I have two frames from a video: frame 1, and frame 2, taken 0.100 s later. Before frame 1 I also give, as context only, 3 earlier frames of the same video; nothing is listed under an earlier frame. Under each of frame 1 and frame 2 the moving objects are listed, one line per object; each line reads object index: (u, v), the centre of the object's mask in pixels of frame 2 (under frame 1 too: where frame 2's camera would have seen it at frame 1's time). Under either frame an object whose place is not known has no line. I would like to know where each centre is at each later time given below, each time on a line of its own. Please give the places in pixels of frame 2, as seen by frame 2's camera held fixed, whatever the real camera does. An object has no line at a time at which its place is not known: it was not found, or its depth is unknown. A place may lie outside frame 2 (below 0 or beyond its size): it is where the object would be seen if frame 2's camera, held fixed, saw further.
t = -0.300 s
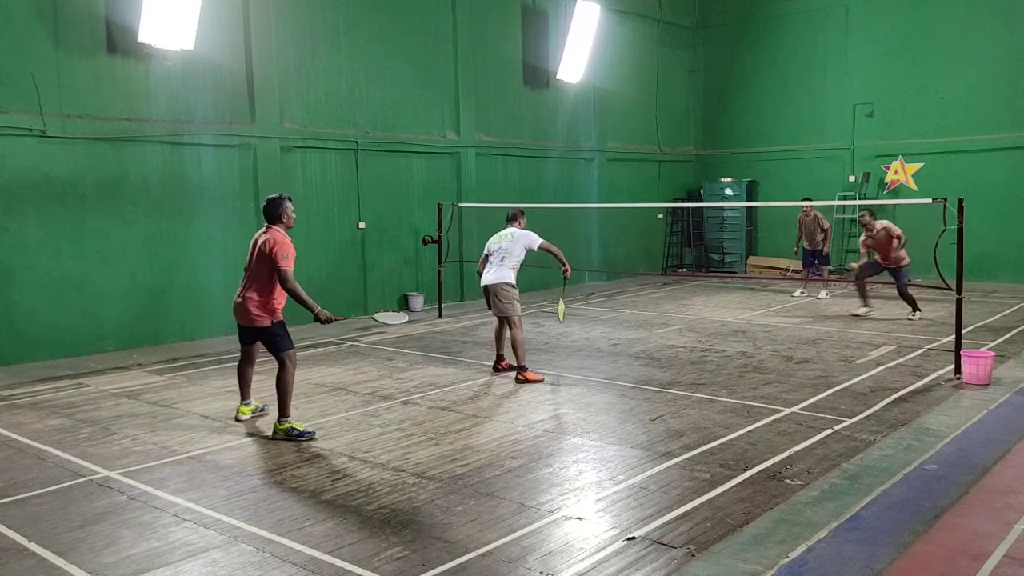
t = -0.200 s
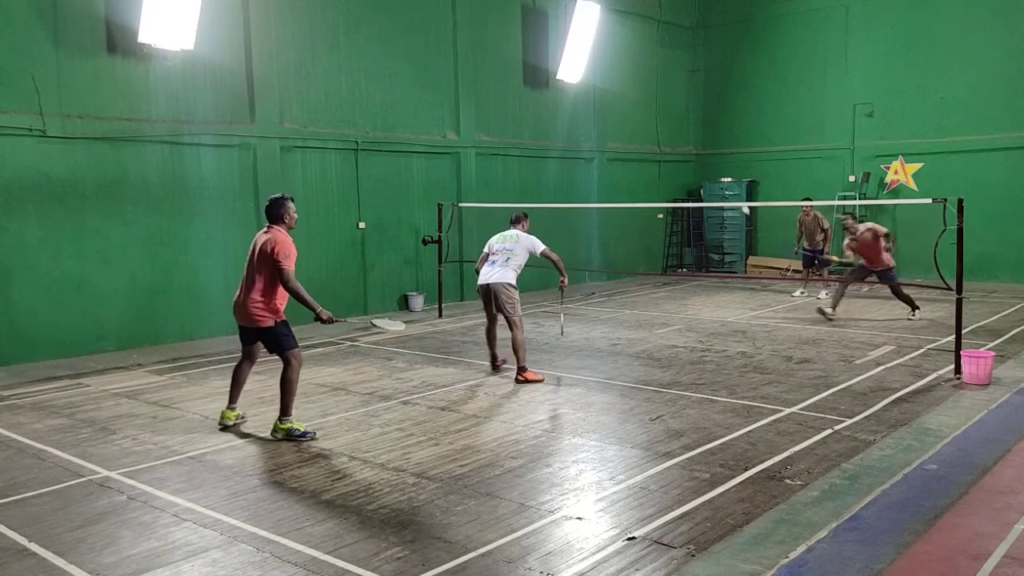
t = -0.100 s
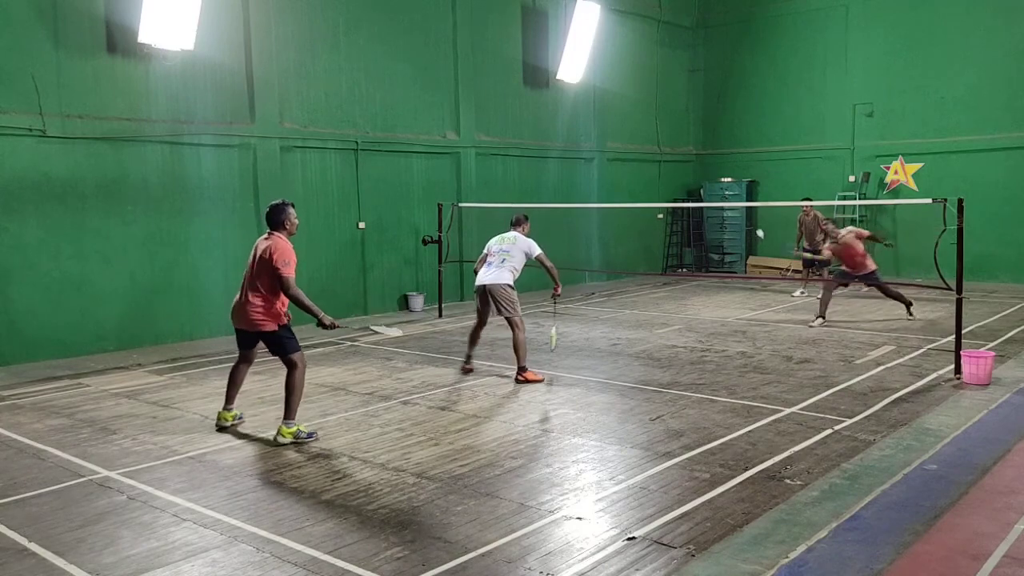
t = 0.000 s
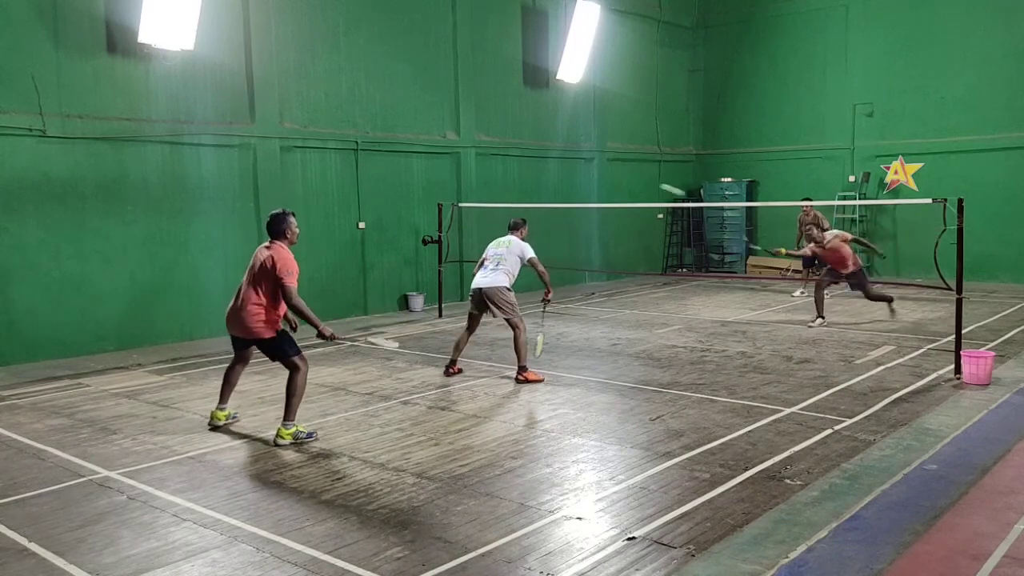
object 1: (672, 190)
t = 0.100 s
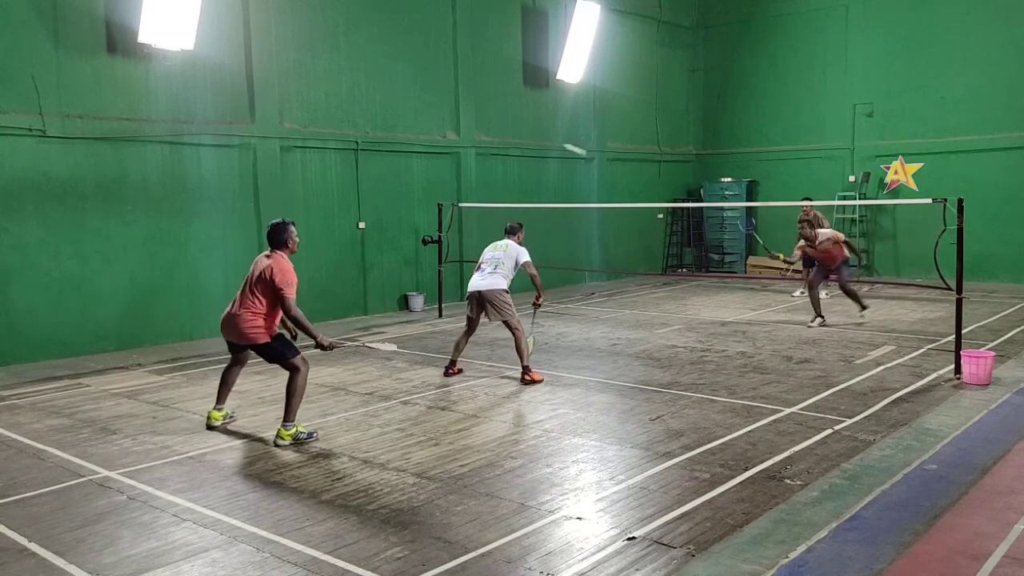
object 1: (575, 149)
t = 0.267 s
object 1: (440, 107)
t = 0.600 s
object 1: (222, 114)
